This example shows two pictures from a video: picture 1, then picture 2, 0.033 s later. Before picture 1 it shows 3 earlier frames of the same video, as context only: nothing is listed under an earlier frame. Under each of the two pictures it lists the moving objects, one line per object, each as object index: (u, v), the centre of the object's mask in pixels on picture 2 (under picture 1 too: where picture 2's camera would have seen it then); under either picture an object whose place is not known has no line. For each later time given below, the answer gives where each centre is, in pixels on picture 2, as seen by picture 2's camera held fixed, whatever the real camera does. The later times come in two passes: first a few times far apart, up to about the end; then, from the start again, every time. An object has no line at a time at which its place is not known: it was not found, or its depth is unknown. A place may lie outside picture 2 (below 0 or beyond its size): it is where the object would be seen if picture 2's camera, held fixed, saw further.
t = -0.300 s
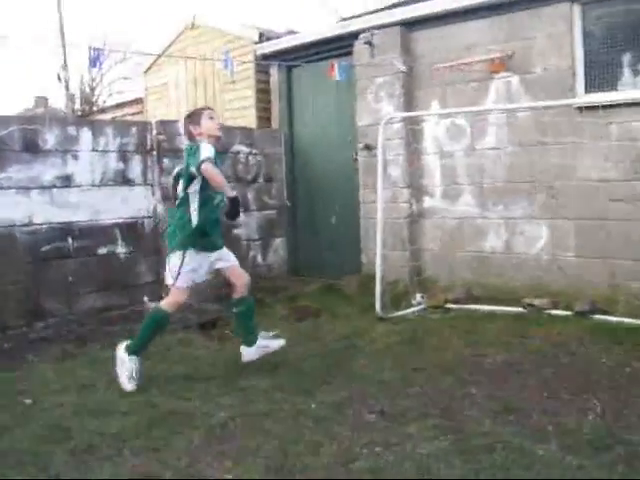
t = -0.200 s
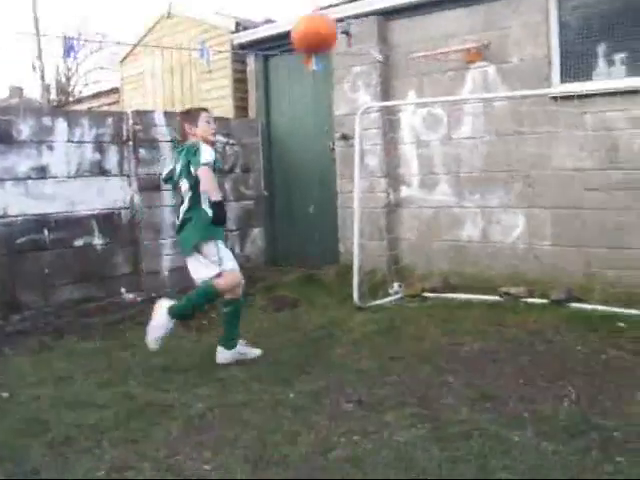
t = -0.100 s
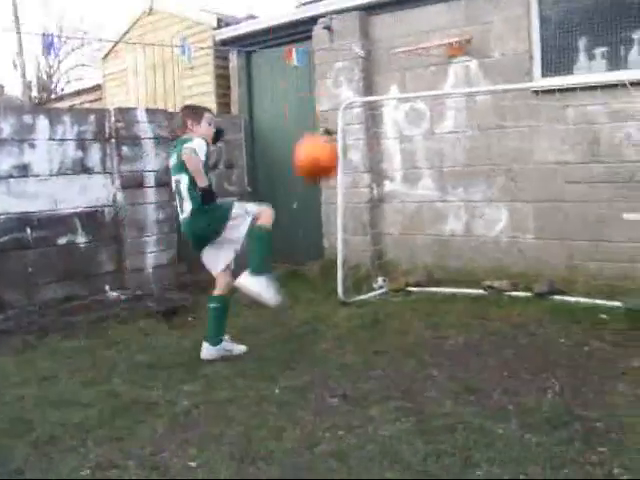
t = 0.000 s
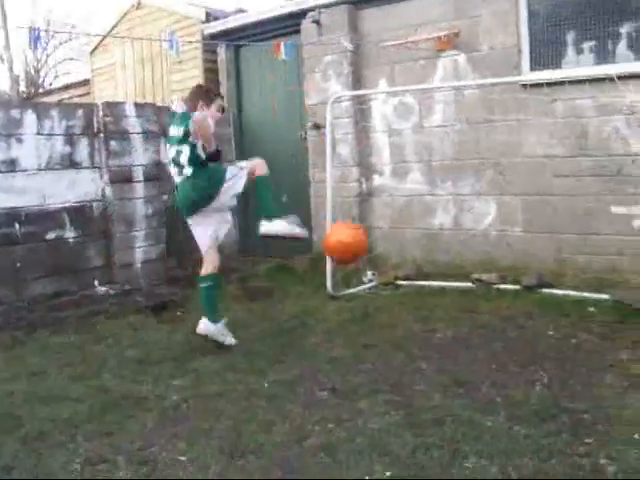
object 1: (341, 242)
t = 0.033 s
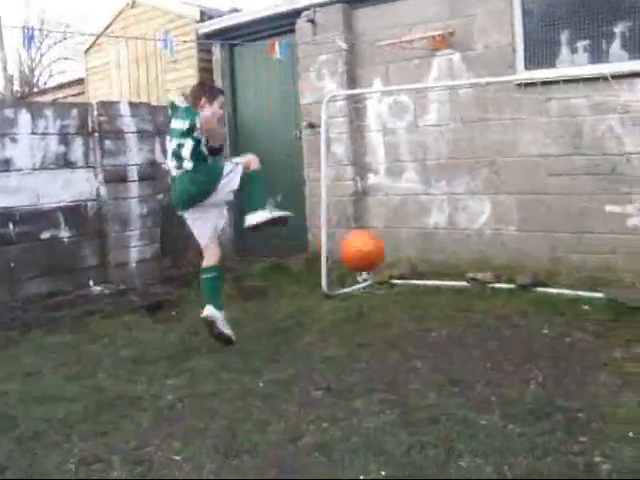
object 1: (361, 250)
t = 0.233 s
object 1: (469, 269)
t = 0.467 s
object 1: (559, 232)
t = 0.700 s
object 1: (596, 270)
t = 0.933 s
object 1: (602, 268)
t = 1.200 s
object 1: (596, 273)
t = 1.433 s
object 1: (576, 293)
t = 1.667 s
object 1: (560, 295)
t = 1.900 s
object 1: (552, 298)
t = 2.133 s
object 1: (551, 301)
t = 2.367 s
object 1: (552, 303)
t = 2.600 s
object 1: (553, 307)
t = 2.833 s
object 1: (554, 316)
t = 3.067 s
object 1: (555, 326)
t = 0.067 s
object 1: (382, 261)
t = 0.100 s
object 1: (402, 274)
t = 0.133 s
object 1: (421, 289)
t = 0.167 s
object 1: (440, 297)
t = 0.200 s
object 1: (454, 283)
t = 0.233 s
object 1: (469, 269)
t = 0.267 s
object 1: (482, 258)
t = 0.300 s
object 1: (497, 249)
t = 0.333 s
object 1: (510, 242)
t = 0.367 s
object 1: (524, 237)
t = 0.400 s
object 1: (536, 234)
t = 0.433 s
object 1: (549, 232)
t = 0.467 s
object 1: (559, 232)
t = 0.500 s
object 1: (570, 234)
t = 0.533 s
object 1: (579, 236)
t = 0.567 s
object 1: (585, 242)
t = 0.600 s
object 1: (591, 247)
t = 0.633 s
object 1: (594, 253)
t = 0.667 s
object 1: (595, 260)
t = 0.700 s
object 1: (596, 270)
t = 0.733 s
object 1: (597, 275)
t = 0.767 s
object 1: (598, 270)
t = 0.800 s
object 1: (599, 265)
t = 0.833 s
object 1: (600, 263)
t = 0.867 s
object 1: (601, 263)
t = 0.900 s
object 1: (602, 265)
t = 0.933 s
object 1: (602, 268)
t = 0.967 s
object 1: (602, 271)
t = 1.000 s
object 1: (602, 270)
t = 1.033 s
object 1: (601, 269)
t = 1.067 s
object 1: (601, 269)
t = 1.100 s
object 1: (599, 271)
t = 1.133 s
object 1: (598, 272)
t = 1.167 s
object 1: (597, 271)
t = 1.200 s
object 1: (596, 273)
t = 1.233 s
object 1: (593, 275)
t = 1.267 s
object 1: (591, 278)
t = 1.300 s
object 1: (588, 282)
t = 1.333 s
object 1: (585, 287)
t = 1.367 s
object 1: (581, 289)
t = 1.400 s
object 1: (578, 291)
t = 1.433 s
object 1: (576, 293)
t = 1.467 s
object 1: (573, 294)
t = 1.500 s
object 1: (569, 294)
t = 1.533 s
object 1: (567, 294)
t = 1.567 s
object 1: (566, 295)
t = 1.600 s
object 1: (564, 296)
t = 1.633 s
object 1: (562, 295)
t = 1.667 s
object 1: (560, 295)
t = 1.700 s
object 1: (559, 296)
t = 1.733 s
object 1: (557, 296)
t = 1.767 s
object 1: (556, 296)
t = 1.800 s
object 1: (555, 297)
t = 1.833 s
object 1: (554, 297)
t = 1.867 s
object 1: (553, 298)
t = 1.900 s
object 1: (552, 298)
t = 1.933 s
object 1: (552, 298)
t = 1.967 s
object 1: (552, 299)
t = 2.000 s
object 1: (551, 299)
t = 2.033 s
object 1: (551, 300)
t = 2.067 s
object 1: (551, 300)
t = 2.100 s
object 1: (551, 300)
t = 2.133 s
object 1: (551, 301)
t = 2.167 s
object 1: (551, 301)
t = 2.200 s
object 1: (551, 302)
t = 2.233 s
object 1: (551, 303)
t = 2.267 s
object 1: (551, 302)
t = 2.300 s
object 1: (552, 303)
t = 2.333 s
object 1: (552, 303)
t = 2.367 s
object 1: (552, 303)
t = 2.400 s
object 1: (552, 304)
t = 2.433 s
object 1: (552, 304)
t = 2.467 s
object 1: (552, 305)
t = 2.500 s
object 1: (552, 305)
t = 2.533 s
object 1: (552, 306)
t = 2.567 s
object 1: (553, 307)
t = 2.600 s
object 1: (553, 307)
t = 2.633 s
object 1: (553, 309)
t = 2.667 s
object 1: (553, 310)
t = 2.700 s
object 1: (554, 312)
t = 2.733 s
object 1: (554, 313)
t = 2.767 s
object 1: (554, 314)
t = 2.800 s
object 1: (554, 315)
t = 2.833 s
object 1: (554, 316)
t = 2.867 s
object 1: (554, 317)
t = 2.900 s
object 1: (554, 319)
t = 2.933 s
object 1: (554, 321)
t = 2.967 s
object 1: (554, 322)
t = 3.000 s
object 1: (555, 324)
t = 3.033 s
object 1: (554, 325)
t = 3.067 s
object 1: (555, 326)
